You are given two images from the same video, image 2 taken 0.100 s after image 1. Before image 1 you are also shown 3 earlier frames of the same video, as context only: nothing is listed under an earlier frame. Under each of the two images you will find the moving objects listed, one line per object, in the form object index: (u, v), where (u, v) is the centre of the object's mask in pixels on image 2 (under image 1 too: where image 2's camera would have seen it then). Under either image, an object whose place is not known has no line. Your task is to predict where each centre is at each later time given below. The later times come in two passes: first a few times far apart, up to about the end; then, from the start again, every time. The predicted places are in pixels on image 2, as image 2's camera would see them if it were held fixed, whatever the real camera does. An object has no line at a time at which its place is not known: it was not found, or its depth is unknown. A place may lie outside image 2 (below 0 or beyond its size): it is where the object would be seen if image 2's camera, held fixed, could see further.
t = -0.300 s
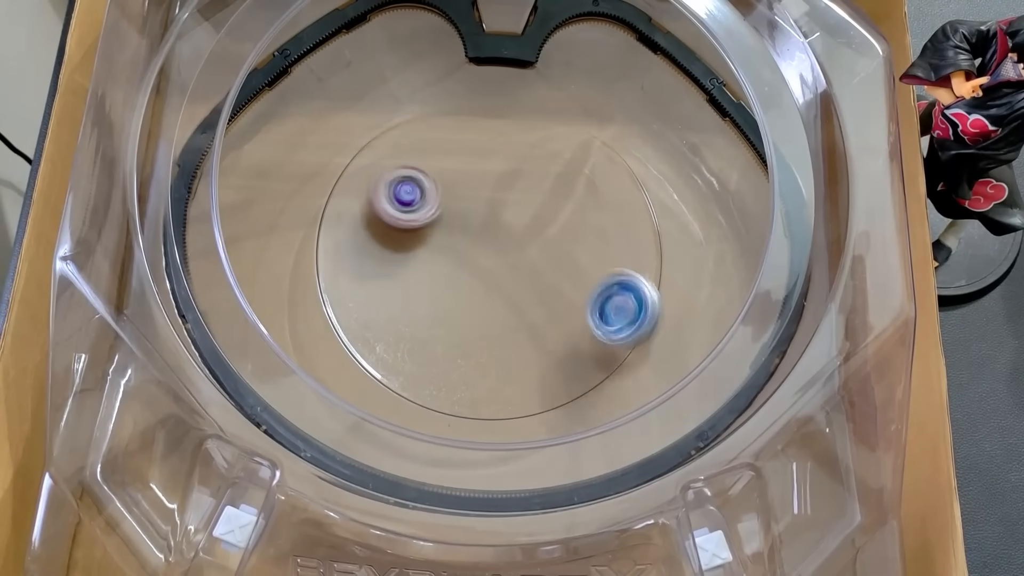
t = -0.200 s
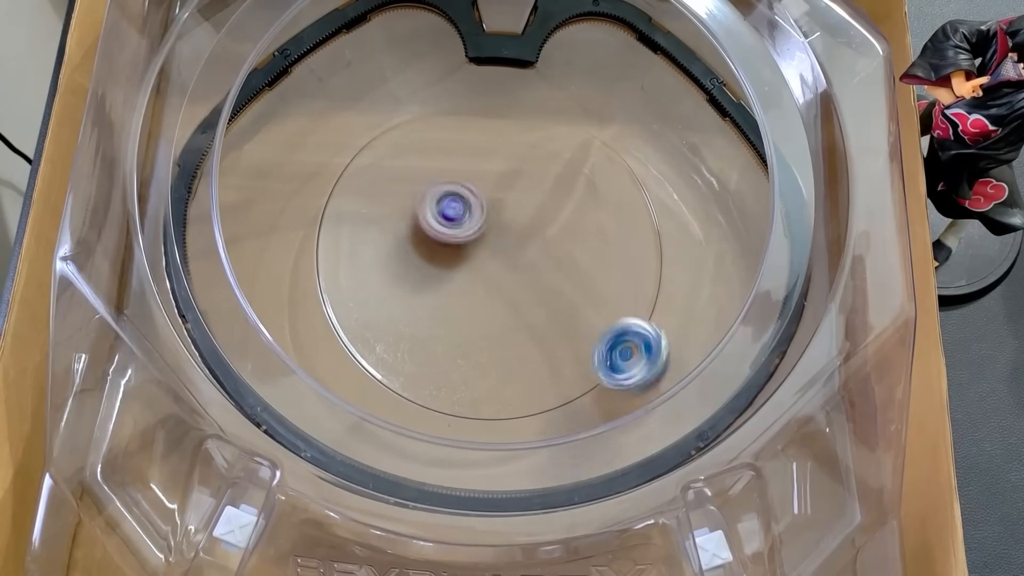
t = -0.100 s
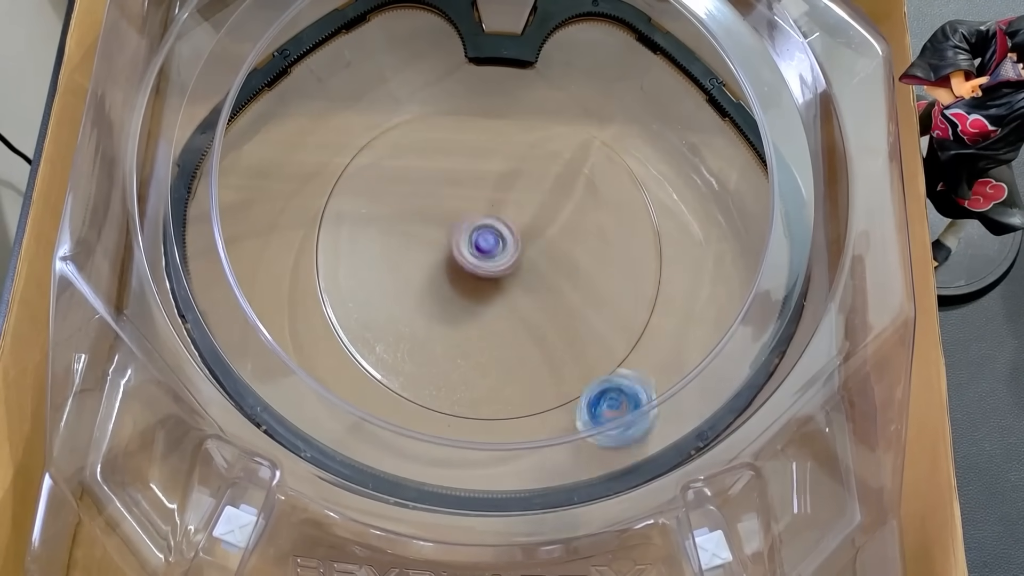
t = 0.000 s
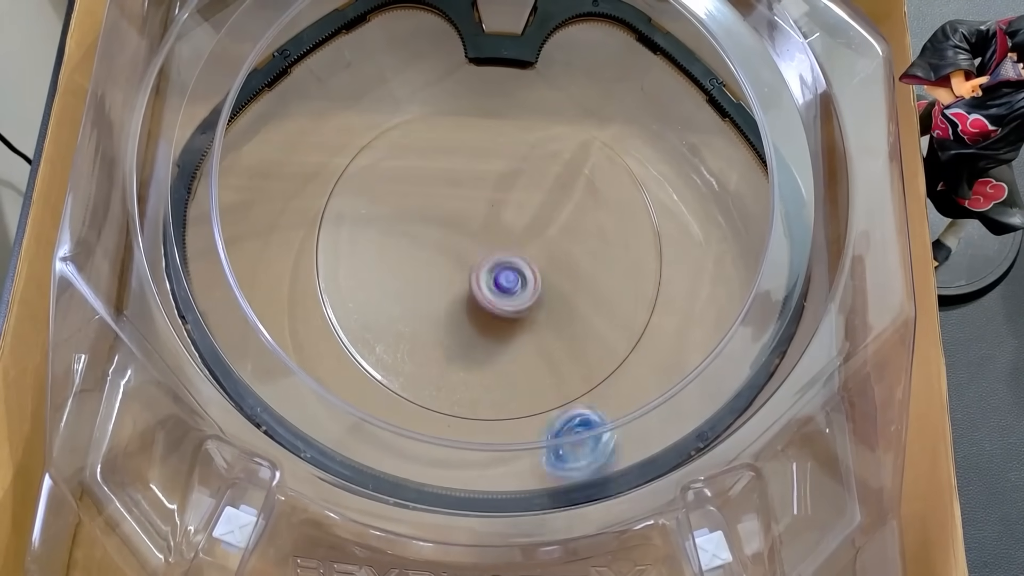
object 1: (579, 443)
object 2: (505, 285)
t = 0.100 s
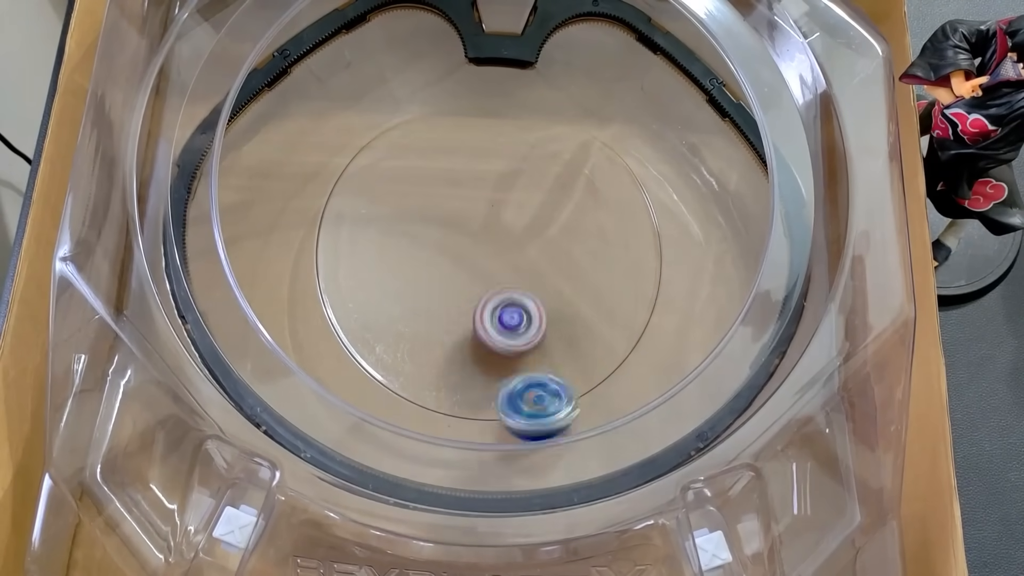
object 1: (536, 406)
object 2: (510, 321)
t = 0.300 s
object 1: (459, 404)
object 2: (469, 297)
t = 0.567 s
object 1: (357, 283)
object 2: (481, 252)
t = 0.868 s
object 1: (396, 132)
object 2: (538, 269)
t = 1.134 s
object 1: (533, 75)
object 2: (483, 270)
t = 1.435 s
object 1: (696, 137)
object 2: (502, 202)
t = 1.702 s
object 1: (775, 267)
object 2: (542, 239)
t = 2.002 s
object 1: (673, 373)
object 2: (463, 270)
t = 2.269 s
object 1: (513, 397)
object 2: (437, 210)
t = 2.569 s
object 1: (396, 271)
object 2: (515, 223)
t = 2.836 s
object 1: (429, 145)
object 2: (507, 295)
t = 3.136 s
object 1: (565, 101)
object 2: (439, 271)
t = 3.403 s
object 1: (683, 168)
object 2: (487, 211)
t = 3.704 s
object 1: (746, 293)
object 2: (556, 248)
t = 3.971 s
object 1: (711, 306)
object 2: (502, 290)
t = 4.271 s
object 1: (580, 216)
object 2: (446, 227)
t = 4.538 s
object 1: (545, 119)
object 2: (499, 192)
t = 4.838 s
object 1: (536, 93)
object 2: (522, 263)
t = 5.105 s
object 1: (488, 199)
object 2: (459, 287)
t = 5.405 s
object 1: (453, 161)
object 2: (403, 310)
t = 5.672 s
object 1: (447, 151)
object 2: (466, 257)
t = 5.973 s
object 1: (474, 182)
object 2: (581, 281)
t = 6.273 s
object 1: (500, 249)
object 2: (572, 246)
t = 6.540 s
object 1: (525, 307)
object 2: (546, 195)
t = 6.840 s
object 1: (515, 259)
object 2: (492, 176)
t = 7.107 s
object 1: (480, 225)
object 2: (434, 173)
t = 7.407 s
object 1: (486, 246)
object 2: (406, 210)
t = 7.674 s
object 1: (508, 241)
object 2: (432, 262)
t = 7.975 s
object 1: (515, 219)
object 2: (494, 291)
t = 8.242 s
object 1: (499, 215)
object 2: (543, 270)
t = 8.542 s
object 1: (471, 237)
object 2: (548, 220)
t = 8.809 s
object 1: (476, 261)
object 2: (506, 194)
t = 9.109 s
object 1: (506, 256)
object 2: (453, 217)
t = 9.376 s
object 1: (518, 237)
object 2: (447, 266)
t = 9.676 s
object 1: (512, 225)
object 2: (488, 296)
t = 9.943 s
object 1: (491, 206)
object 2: (533, 291)
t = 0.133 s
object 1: (521, 396)
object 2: (507, 331)
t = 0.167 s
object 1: (510, 394)
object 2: (501, 332)
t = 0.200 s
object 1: (500, 402)
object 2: (490, 322)
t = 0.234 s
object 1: (488, 407)
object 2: (482, 314)
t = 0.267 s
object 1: (474, 407)
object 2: (476, 305)
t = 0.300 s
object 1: (459, 404)
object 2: (469, 297)
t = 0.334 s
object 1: (443, 397)
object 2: (466, 290)
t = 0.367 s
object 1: (425, 388)
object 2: (463, 286)
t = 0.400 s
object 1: (406, 374)
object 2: (463, 279)
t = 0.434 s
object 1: (388, 359)
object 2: (464, 273)
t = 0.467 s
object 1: (377, 343)
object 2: (466, 268)
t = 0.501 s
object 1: (369, 322)
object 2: (470, 262)
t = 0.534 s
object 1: (363, 302)
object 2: (475, 256)
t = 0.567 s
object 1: (357, 283)
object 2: (481, 252)
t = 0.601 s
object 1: (352, 263)
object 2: (490, 248)
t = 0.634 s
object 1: (349, 243)
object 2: (498, 246)
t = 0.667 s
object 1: (348, 223)
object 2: (506, 246)
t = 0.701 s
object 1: (349, 204)
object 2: (515, 248)
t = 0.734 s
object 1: (351, 184)
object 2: (522, 250)
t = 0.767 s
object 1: (358, 166)
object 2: (528, 253)
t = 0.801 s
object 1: (371, 154)
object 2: (534, 257)
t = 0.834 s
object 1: (384, 144)
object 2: (537, 263)
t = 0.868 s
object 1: (396, 132)
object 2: (538, 269)
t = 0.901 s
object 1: (410, 121)
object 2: (536, 275)
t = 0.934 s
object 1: (424, 109)
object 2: (531, 281)
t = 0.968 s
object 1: (441, 100)
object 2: (525, 284)
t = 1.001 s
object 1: (459, 91)
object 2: (517, 287)
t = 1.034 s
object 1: (475, 85)
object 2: (507, 286)
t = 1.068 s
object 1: (494, 79)
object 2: (499, 283)
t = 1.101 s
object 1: (513, 75)
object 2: (491, 277)
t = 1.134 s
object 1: (533, 75)
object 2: (483, 270)
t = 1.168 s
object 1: (553, 76)
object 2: (479, 261)
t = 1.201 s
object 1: (573, 80)
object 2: (476, 253)
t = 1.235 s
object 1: (591, 84)
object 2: (475, 243)
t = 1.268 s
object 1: (609, 87)
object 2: (475, 234)
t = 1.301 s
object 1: (629, 94)
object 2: (478, 226)
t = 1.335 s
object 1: (648, 103)
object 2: (482, 218)
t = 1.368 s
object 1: (665, 113)
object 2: (488, 210)
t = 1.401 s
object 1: (682, 125)
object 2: (494, 206)
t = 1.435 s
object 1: (696, 137)
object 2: (502, 202)
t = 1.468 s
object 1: (710, 151)
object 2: (510, 200)
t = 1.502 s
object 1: (723, 166)
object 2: (518, 200)
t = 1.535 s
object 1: (735, 182)
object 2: (526, 203)
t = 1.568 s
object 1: (741, 198)
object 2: (533, 206)
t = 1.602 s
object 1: (757, 214)
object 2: (539, 213)
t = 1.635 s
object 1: (765, 233)
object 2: (543, 221)
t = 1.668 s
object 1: (772, 251)
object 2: (544, 230)
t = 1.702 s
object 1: (775, 267)
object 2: (542, 239)
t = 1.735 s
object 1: (773, 279)
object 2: (538, 248)
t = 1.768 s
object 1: (760, 289)
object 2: (532, 256)
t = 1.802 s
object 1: (751, 297)
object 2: (525, 264)
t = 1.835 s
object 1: (743, 309)
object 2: (515, 270)
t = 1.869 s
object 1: (733, 323)
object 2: (506, 273)
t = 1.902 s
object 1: (719, 338)
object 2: (495, 274)
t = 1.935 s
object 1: (707, 349)
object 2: (483, 275)
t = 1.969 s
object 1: (689, 362)
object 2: (472, 273)
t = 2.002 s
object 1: (673, 373)
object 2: (463, 270)
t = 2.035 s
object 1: (656, 381)
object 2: (453, 265)
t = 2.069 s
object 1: (637, 389)
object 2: (444, 258)
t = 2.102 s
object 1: (617, 395)
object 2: (438, 252)
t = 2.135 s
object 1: (596, 398)
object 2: (434, 244)
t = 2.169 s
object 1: (576, 400)
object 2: (432, 235)
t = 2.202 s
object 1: (556, 401)
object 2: (431, 226)
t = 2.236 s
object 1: (535, 401)
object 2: (433, 218)
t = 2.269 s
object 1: (513, 397)
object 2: (437, 210)
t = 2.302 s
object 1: (493, 389)
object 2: (442, 203)
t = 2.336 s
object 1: (476, 377)
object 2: (450, 198)
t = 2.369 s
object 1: (458, 362)
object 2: (460, 196)
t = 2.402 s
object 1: (443, 349)
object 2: (471, 197)
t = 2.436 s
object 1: (430, 335)
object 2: (481, 198)
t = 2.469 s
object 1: (418, 319)
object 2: (492, 202)
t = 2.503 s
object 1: (408, 305)
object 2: (501, 208)
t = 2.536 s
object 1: (402, 288)
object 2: (509, 216)
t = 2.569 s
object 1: (396, 271)
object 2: (515, 223)
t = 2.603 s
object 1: (394, 255)
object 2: (520, 232)
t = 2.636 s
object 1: (393, 236)
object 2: (524, 243)
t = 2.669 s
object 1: (395, 219)
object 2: (526, 254)
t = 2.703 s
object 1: (397, 204)
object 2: (526, 263)
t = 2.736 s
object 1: (403, 188)
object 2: (524, 272)
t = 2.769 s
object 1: (411, 172)
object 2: (519, 281)
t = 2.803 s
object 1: (419, 158)
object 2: (514, 289)
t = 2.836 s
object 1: (429, 145)
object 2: (507, 295)
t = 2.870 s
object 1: (442, 132)
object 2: (499, 301)
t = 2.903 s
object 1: (456, 123)
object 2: (489, 304)
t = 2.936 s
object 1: (470, 115)
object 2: (481, 305)
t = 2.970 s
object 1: (486, 107)
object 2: (472, 305)
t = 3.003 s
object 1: (500, 103)
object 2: (462, 301)
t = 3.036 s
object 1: (516, 99)
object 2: (455, 296)
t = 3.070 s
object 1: (534, 98)
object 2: (448, 289)
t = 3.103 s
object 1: (548, 100)
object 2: (442, 280)
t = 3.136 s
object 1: (565, 101)
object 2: (439, 271)
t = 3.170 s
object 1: (583, 105)
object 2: (439, 261)
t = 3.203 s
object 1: (599, 109)
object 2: (441, 251)
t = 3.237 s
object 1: (614, 114)
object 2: (445, 241)
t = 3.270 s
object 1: (631, 123)
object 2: (452, 232)
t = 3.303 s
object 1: (645, 133)
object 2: (459, 225)
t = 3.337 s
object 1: (659, 145)
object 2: (467, 218)
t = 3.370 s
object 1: (672, 156)
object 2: (477, 214)
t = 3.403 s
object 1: (683, 168)
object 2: (487, 211)
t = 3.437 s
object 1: (693, 181)
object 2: (498, 209)
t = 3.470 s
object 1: (703, 196)
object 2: (508, 210)
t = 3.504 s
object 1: (713, 210)
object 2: (519, 211)
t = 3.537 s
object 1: (720, 223)
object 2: (528, 214)
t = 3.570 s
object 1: (726, 238)
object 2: (536, 218)
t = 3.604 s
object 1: (731, 252)
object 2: (544, 225)
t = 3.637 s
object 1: (737, 266)
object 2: (549, 231)
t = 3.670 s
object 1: (742, 280)
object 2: (554, 239)
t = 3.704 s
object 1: (746, 293)
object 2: (556, 248)
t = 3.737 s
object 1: (748, 308)
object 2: (556, 257)
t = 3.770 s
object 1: (750, 320)
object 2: (553, 266)
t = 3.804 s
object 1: (751, 334)
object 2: (548, 274)
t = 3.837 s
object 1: (750, 342)
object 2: (541, 281)
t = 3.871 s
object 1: (739, 337)
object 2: (533, 286)
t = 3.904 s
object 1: (733, 324)
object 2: (523, 289)
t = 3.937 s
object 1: (721, 312)
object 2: (512, 291)
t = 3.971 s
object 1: (711, 306)
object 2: (502, 290)
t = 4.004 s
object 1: (701, 302)
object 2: (491, 289)
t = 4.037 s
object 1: (687, 296)
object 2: (480, 284)
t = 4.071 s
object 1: (669, 287)
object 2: (471, 278)
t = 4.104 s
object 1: (653, 279)
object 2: (463, 271)
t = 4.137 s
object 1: (635, 267)
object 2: (456, 263)
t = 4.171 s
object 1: (620, 254)
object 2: (451, 255)
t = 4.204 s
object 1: (605, 241)
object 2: (448, 246)
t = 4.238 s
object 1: (592, 228)
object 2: (446, 235)
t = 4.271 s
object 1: (580, 216)
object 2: (446, 227)
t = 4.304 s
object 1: (569, 204)
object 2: (449, 217)
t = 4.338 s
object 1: (561, 192)
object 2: (452, 209)
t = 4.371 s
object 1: (554, 181)
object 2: (457, 202)
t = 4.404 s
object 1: (550, 167)
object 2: (464, 196)
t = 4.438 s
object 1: (547, 157)
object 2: (472, 193)
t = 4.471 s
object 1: (545, 144)
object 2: (481, 190)
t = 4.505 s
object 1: (545, 131)
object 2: (490, 191)
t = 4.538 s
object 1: (545, 119)
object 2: (499, 192)
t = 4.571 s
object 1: (544, 106)
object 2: (508, 196)
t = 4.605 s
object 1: (546, 95)
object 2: (514, 201)
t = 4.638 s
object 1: (547, 85)
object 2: (521, 209)
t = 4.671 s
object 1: (547, 81)
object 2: (525, 218)
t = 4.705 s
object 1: (545, 79)
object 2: (528, 226)
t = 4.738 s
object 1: (543, 79)
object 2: (529, 236)
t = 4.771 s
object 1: (541, 82)
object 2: (528, 246)
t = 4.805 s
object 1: (539, 86)
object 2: (526, 255)
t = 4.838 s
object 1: (536, 93)
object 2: (522, 263)
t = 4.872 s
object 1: (531, 102)
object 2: (517, 271)
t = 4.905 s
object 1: (524, 116)
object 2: (511, 278)
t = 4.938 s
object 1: (519, 130)
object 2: (503, 283)
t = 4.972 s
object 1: (513, 144)
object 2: (494, 288)
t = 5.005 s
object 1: (507, 161)
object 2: (485, 290)
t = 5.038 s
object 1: (501, 174)
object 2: (475, 291)
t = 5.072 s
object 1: (494, 188)
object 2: (466, 290)
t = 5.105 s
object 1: (488, 199)
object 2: (459, 287)
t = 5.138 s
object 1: (479, 209)
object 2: (450, 283)
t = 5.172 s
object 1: (473, 215)
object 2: (444, 281)
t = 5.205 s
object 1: (469, 199)
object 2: (431, 299)
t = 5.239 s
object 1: (467, 185)
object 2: (421, 313)
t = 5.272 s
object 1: (467, 177)
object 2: (415, 322)
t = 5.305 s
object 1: (464, 172)
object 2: (410, 324)
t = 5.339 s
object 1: (461, 169)
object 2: (406, 322)
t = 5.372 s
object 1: (457, 166)
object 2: (403, 316)
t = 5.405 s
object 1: (453, 161)
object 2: (403, 310)
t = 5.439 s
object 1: (449, 154)
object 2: (405, 302)
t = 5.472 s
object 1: (446, 147)
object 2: (411, 293)
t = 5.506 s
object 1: (443, 140)
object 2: (417, 287)
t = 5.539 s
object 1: (442, 138)
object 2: (427, 279)
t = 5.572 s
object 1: (441, 136)
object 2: (437, 273)
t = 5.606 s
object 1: (442, 138)
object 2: (446, 267)
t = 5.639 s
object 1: (443, 143)
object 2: (456, 262)
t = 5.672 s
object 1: (447, 151)
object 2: (466, 257)
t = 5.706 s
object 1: (451, 157)
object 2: (476, 252)
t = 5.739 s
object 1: (458, 166)
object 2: (486, 247)
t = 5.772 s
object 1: (467, 176)
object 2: (496, 244)
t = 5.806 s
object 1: (471, 179)
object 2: (506, 243)
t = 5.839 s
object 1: (470, 174)
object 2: (528, 254)
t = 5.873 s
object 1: (471, 173)
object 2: (547, 267)
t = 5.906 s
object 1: (472, 173)
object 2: (562, 273)
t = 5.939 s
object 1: (474, 177)
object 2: (574, 278)
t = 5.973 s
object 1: (474, 182)
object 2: (581, 281)
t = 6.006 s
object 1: (474, 185)
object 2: (585, 281)
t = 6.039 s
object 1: (476, 192)
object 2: (586, 278)
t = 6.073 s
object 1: (479, 200)
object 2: (586, 274)
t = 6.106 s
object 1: (483, 208)
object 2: (586, 270)
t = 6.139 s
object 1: (485, 215)
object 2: (584, 266)
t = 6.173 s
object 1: (488, 222)
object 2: (582, 261)
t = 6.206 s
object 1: (491, 231)
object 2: (579, 256)
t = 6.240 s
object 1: (495, 241)
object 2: (575, 251)
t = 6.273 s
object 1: (500, 249)
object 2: (572, 246)
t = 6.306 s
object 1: (504, 259)
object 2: (569, 240)
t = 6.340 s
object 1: (506, 270)
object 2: (565, 232)
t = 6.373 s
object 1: (508, 279)
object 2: (563, 225)
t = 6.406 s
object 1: (512, 288)
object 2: (560, 218)
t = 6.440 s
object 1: (516, 295)
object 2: (556, 212)
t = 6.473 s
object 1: (519, 302)
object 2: (553, 205)
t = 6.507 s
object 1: (522, 305)
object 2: (549, 200)
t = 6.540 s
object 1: (525, 307)
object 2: (546, 195)
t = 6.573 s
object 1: (527, 307)
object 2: (539, 190)
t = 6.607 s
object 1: (529, 305)
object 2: (536, 187)
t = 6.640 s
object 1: (529, 302)
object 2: (529, 182)
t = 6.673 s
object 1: (529, 297)
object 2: (523, 181)
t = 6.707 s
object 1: (527, 291)
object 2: (517, 178)
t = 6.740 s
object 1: (527, 285)
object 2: (511, 177)
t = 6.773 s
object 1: (523, 277)
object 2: (504, 176)
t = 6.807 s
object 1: (518, 267)
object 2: (498, 176)
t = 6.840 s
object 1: (515, 259)
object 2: (492, 176)
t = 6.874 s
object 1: (510, 251)
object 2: (484, 177)
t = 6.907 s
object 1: (503, 242)
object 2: (479, 178)
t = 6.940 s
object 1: (497, 232)
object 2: (470, 179)
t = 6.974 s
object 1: (494, 230)
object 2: (460, 177)
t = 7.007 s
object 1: (490, 226)
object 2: (452, 174)
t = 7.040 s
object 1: (486, 226)
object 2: (446, 173)
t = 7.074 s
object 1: (482, 225)
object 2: (440, 172)
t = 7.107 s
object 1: (480, 225)
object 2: (434, 173)
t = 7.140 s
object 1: (477, 226)
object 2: (430, 174)
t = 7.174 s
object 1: (476, 228)
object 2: (424, 177)
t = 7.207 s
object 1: (477, 231)
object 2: (419, 180)
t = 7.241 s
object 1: (476, 234)
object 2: (416, 183)
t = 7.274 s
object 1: (475, 236)
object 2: (412, 189)
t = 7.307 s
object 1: (480, 238)
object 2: (410, 193)
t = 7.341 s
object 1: (481, 242)
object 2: (408, 200)
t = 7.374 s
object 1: (482, 244)
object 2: (407, 205)
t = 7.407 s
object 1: (486, 246)
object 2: (406, 210)
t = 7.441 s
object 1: (489, 246)
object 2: (408, 218)
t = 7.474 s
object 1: (494, 248)
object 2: (409, 223)
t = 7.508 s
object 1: (496, 248)
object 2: (411, 231)
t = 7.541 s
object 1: (500, 247)
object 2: (415, 237)
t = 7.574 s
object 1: (502, 247)
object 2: (418, 243)
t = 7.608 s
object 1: (504, 245)
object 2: (423, 252)
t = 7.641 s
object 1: (506, 243)
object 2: (427, 255)
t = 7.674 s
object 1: (508, 241)
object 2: (432, 262)
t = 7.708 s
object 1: (509, 240)
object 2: (440, 267)
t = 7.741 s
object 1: (508, 238)
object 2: (445, 271)
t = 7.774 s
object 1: (508, 237)
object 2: (451, 276)
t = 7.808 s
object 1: (509, 234)
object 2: (458, 282)
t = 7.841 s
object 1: (512, 230)
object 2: (465, 286)
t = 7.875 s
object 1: (514, 228)
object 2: (473, 289)
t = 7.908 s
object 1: (514, 224)
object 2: (479, 290)
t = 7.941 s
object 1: (516, 221)
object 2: (486, 291)
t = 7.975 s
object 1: (515, 219)
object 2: (494, 291)
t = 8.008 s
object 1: (515, 217)
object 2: (500, 292)
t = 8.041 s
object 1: (512, 214)
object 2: (509, 291)
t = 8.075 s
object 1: (511, 213)
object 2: (516, 288)
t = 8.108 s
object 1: (510, 214)
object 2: (522, 287)
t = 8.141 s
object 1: (506, 214)
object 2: (529, 283)
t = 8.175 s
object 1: (504, 214)
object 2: (533, 279)
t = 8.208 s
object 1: (503, 216)
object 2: (538, 276)
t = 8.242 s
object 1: (499, 215)
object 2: (543, 270)
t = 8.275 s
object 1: (496, 217)
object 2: (546, 266)
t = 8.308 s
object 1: (492, 218)
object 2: (551, 260)
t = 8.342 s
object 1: (489, 220)
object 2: (552, 254)
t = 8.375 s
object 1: (485, 222)
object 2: (553, 248)
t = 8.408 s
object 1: (482, 224)
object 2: (554, 241)
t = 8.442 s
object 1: (479, 228)
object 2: (553, 236)
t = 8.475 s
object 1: (476, 230)
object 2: (553, 231)
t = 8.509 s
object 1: (474, 233)
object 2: (551, 224)
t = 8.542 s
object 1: (471, 237)
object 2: (548, 220)
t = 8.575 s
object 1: (468, 241)
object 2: (545, 214)
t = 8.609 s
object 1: (469, 245)
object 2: (540, 209)
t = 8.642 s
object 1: (468, 249)
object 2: (536, 205)
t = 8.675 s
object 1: (470, 253)
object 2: (531, 201)
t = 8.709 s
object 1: (471, 256)
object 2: (524, 198)
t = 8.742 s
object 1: (473, 258)
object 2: (519, 196)
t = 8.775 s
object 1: (475, 260)
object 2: (511, 193)
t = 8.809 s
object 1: (476, 261)
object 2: (506, 194)
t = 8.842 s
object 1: (480, 261)
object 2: (500, 193)
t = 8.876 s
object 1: (483, 264)
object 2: (492, 194)
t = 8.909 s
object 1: (485, 264)
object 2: (487, 196)
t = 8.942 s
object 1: (490, 264)
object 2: (480, 197)
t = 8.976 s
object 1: (494, 264)
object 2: (473, 200)
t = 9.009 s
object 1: (497, 262)
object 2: (468, 203)
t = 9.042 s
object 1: (500, 259)
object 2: (461, 207)
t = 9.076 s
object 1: (505, 257)
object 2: (457, 212)
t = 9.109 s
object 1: (506, 256)
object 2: (453, 217)
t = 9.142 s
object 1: (506, 253)
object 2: (448, 223)
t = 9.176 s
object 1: (511, 250)
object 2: (447, 230)
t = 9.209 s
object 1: (513, 250)
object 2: (445, 234)
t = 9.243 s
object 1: (512, 247)
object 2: (443, 242)
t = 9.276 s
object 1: (515, 244)
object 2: (444, 248)
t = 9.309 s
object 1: (517, 242)
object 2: (443, 253)
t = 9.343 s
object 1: (516, 241)
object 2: (445, 261)
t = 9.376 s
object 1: (518, 237)
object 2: (447, 266)
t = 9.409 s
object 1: (520, 235)
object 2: (448, 272)
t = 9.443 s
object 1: (519, 235)
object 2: (452, 277)
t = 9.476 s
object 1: (519, 233)
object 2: (457, 281)
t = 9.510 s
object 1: (521, 231)
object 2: (460, 286)
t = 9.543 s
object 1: (519, 229)
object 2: (466, 290)
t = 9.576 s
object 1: (519, 228)
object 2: (471, 292)
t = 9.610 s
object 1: (518, 227)
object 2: (476, 294)
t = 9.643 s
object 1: (516, 225)
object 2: (483, 296)
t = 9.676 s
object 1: (512, 225)
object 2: (488, 296)
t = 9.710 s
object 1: (508, 225)
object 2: (494, 297)
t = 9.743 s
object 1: (506, 227)
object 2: (501, 296)
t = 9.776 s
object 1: (500, 222)
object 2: (506, 300)
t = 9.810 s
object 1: (499, 217)
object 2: (512, 302)
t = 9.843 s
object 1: (499, 215)
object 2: (517, 301)
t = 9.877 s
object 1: (497, 213)
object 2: (522, 299)
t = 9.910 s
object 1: (493, 211)
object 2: (528, 296)
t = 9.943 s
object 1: (491, 206)
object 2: (533, 291)
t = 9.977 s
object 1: (491, 204)
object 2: (535, 287)
